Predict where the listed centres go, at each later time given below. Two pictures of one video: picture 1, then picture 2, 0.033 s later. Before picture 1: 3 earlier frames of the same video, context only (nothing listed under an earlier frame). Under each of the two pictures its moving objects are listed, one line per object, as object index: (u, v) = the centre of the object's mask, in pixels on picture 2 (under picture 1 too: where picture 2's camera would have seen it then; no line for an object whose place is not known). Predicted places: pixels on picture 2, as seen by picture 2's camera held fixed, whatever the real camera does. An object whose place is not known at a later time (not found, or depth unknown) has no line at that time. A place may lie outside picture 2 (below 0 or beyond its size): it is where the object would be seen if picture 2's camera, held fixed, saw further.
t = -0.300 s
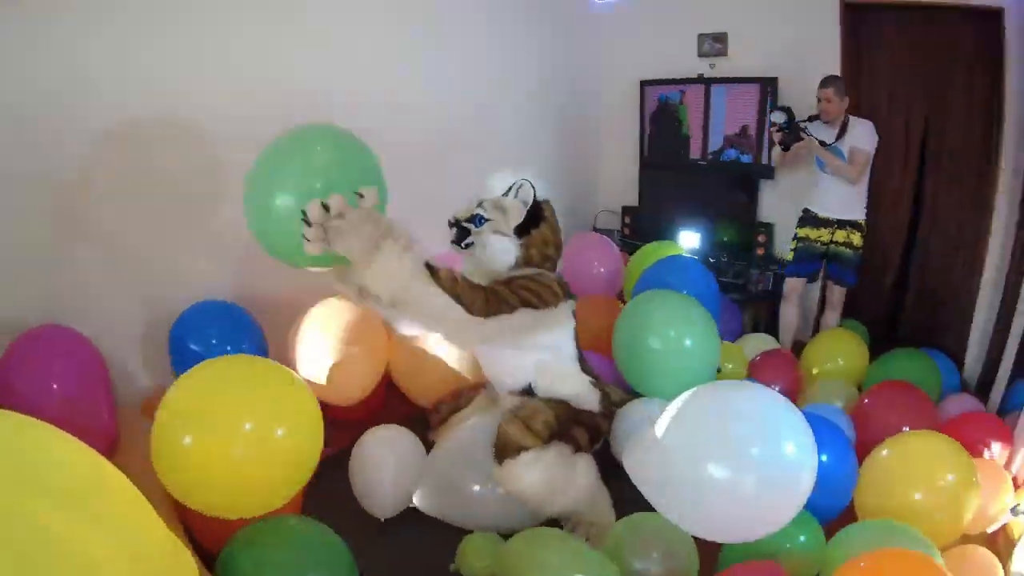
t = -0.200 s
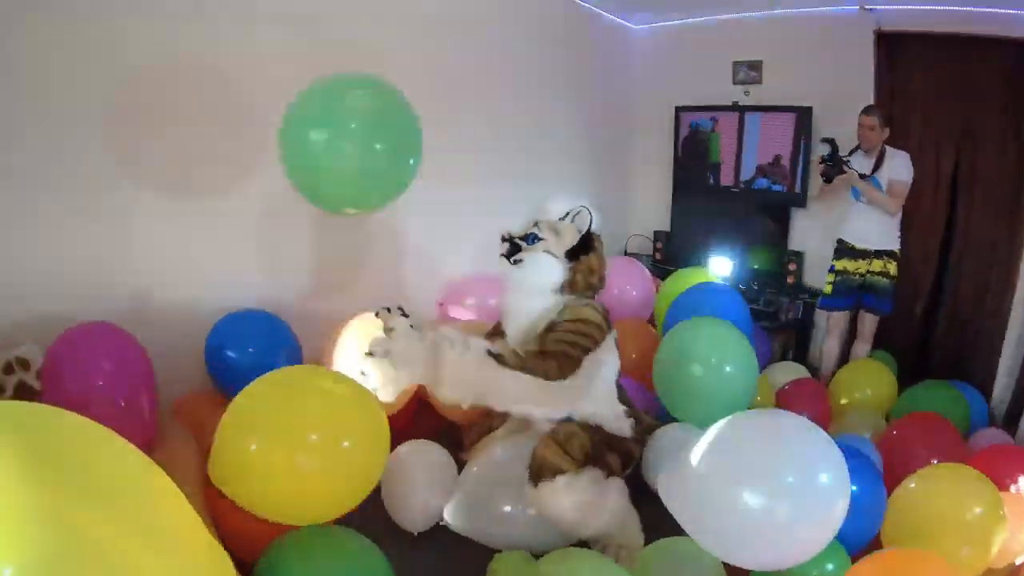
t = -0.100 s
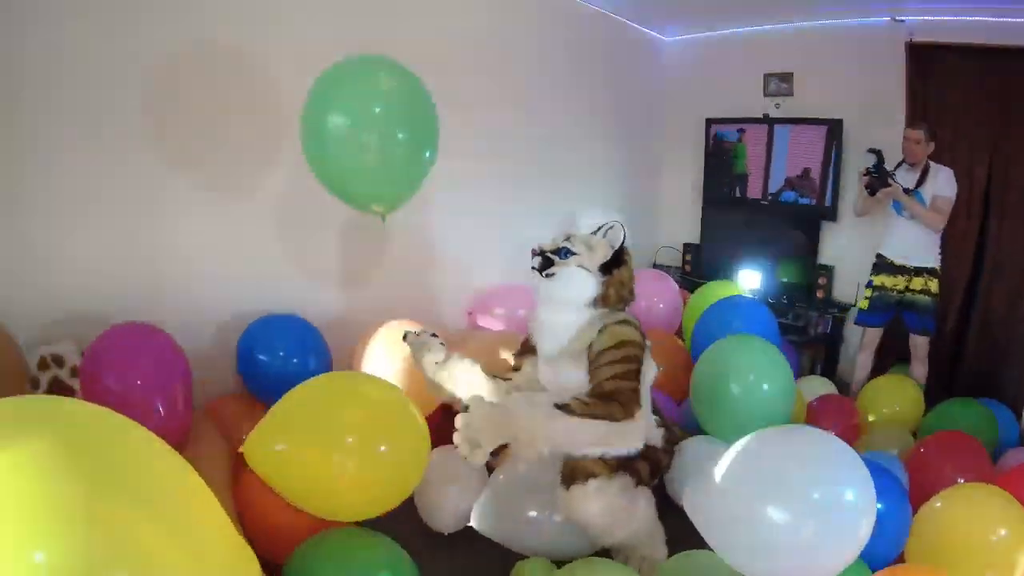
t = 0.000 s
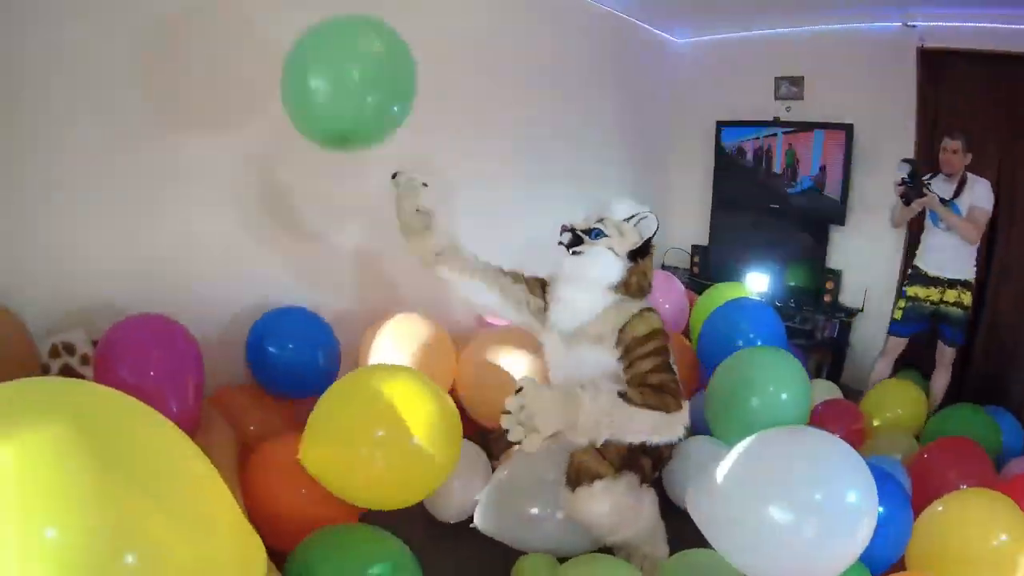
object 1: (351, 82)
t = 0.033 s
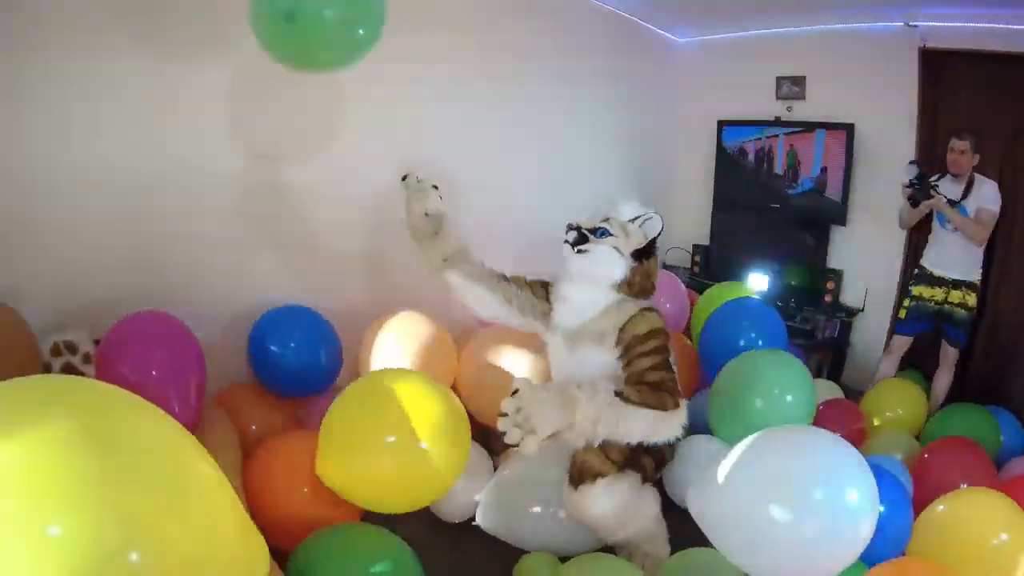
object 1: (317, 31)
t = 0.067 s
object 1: (290, 2)
